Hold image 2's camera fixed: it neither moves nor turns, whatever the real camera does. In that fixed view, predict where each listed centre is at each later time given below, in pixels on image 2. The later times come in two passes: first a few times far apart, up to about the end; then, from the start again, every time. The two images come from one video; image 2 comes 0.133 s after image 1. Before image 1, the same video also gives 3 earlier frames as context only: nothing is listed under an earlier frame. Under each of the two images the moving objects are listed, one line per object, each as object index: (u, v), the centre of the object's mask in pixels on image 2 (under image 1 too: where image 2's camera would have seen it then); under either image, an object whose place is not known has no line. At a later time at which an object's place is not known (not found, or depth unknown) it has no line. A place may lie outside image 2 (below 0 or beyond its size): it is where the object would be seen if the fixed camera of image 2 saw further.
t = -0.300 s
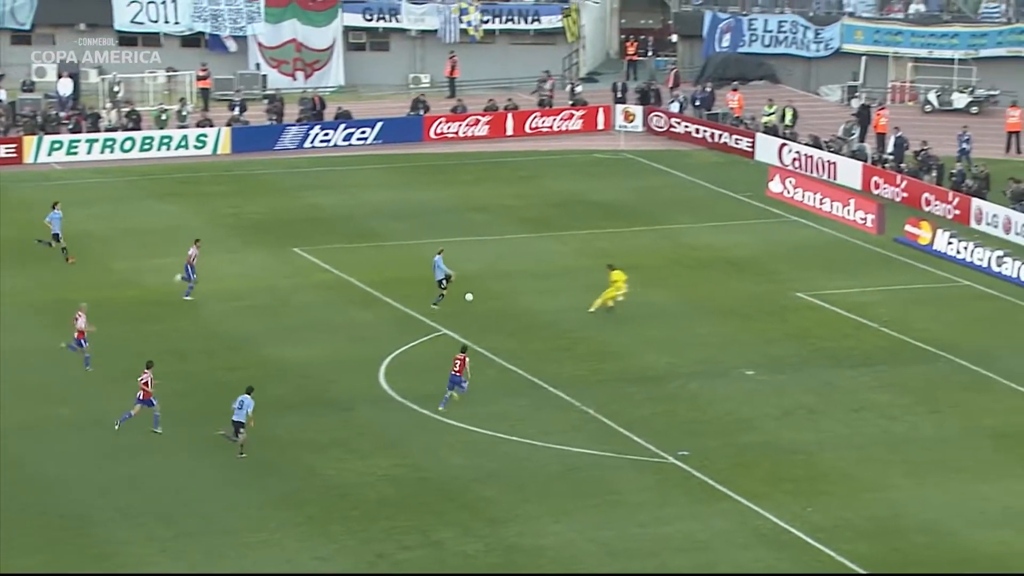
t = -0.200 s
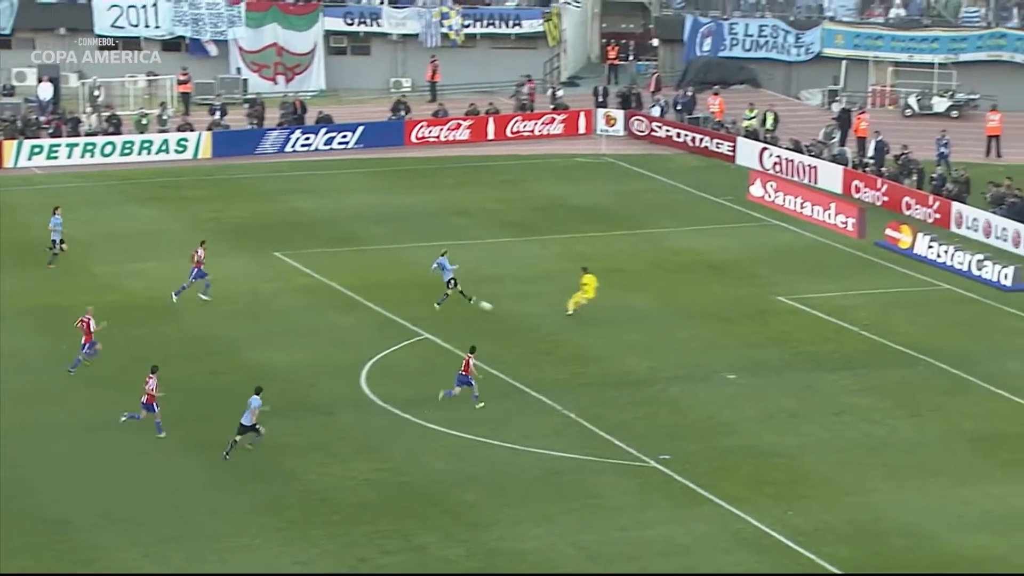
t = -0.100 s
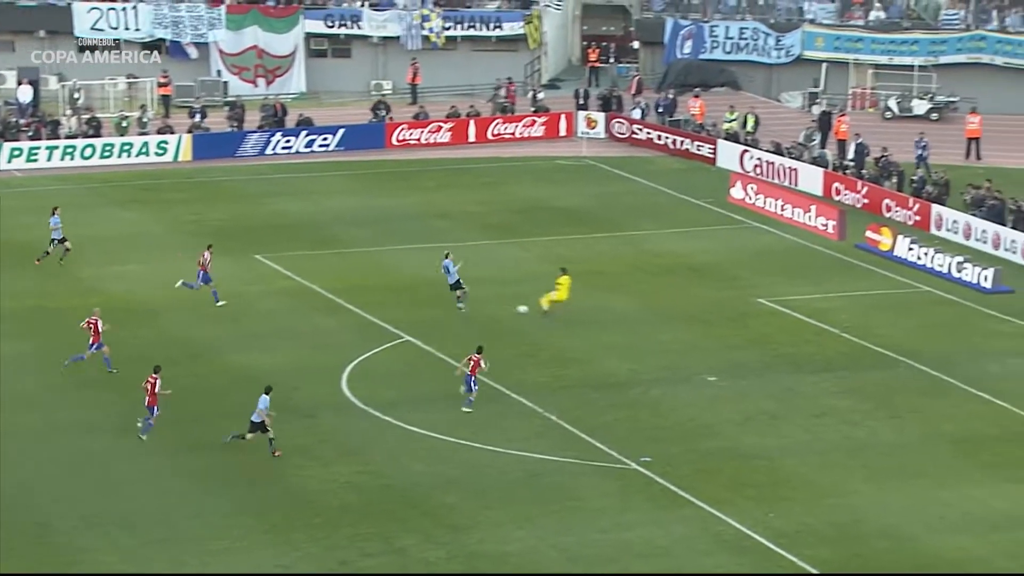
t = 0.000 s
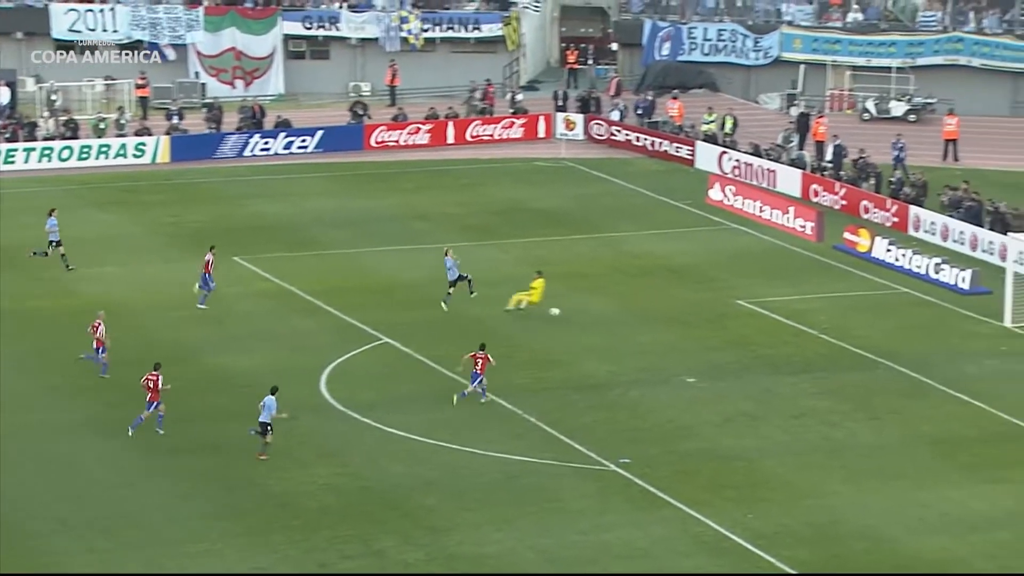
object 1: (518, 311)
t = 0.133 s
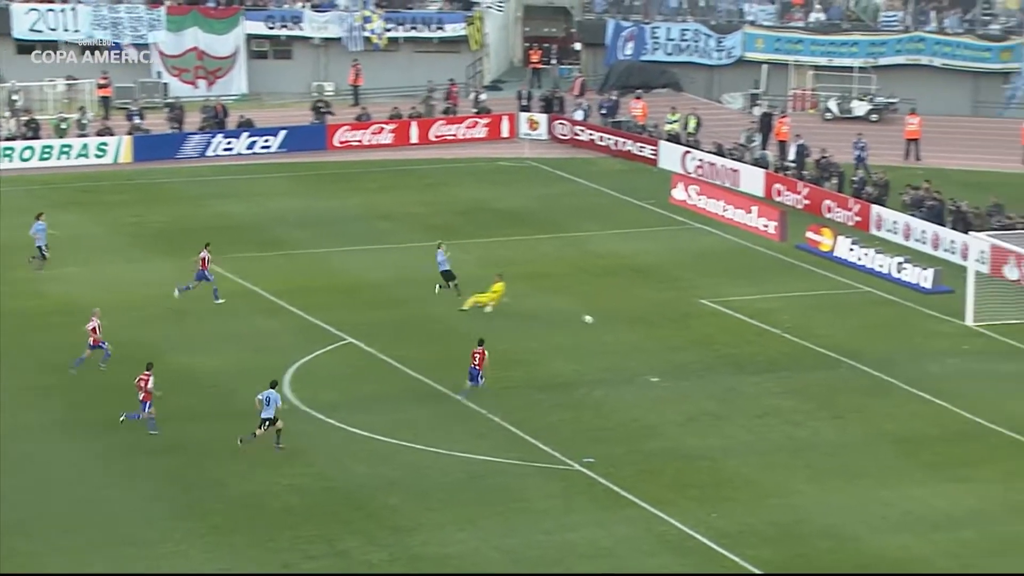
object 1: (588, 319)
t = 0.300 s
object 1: (668, 327)
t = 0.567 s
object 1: (778, 329)
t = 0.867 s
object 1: (889, 347)
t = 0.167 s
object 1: (604, 321)
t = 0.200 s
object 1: (621, 325)
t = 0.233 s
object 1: (638, 329)
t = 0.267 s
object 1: (653, 329)
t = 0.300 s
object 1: (668, 327)
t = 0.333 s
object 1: (682, 326)
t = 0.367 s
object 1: (695, 325)
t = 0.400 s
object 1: (710, 324)
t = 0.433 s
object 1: (724, 325)
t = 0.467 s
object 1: (736, 325)
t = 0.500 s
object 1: (751, 326)
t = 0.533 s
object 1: (764, 328)
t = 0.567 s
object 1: (778, 329)
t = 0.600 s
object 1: (791, 332)
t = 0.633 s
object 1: (804, 335)
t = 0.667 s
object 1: (818, 338)
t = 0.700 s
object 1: (831, 342)
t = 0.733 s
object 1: (843, 347)
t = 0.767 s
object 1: (856, 350)
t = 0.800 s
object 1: (867, 349)
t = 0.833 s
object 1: (878, 348)
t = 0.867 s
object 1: (889, 347)
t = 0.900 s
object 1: (900, 346)
